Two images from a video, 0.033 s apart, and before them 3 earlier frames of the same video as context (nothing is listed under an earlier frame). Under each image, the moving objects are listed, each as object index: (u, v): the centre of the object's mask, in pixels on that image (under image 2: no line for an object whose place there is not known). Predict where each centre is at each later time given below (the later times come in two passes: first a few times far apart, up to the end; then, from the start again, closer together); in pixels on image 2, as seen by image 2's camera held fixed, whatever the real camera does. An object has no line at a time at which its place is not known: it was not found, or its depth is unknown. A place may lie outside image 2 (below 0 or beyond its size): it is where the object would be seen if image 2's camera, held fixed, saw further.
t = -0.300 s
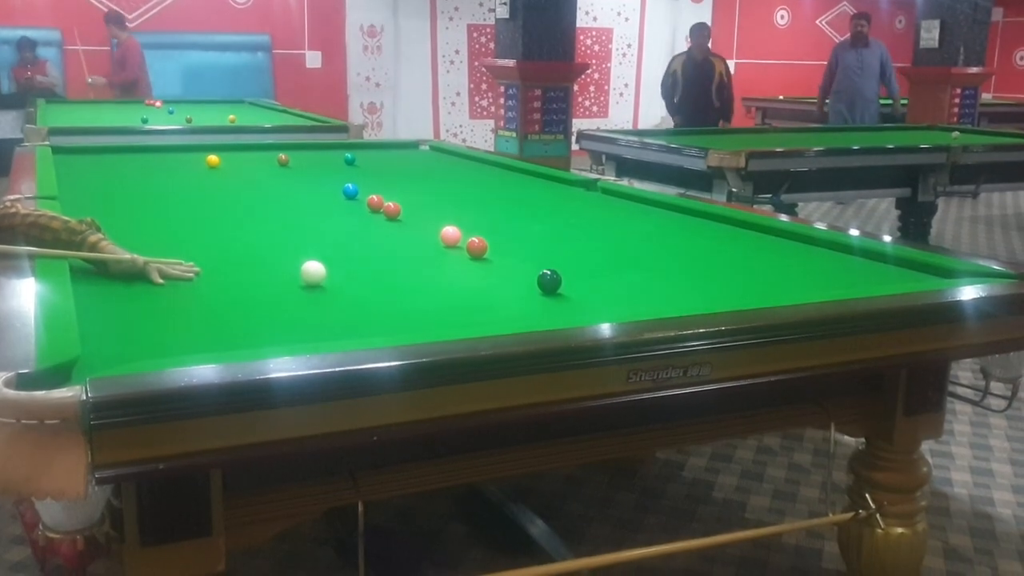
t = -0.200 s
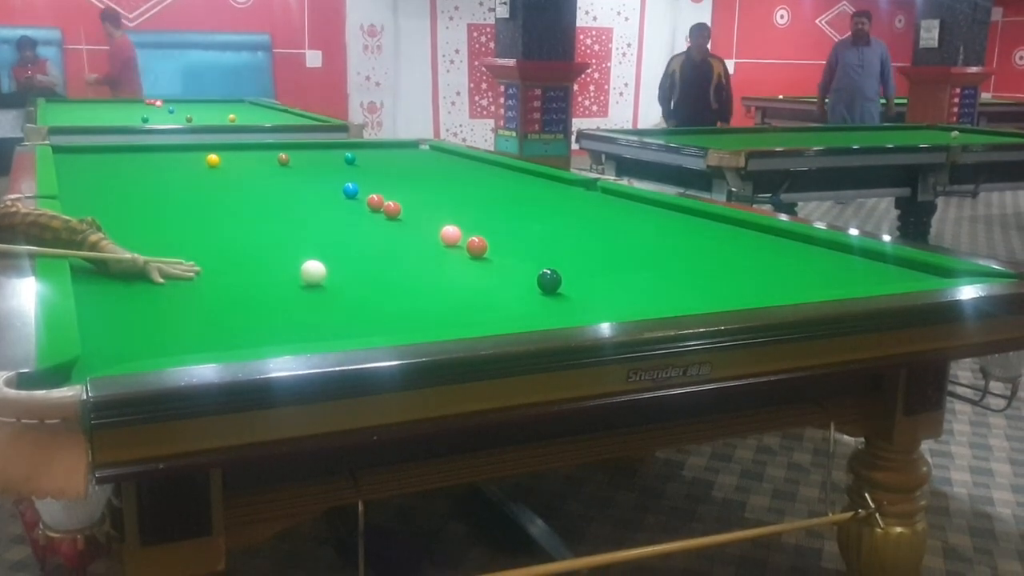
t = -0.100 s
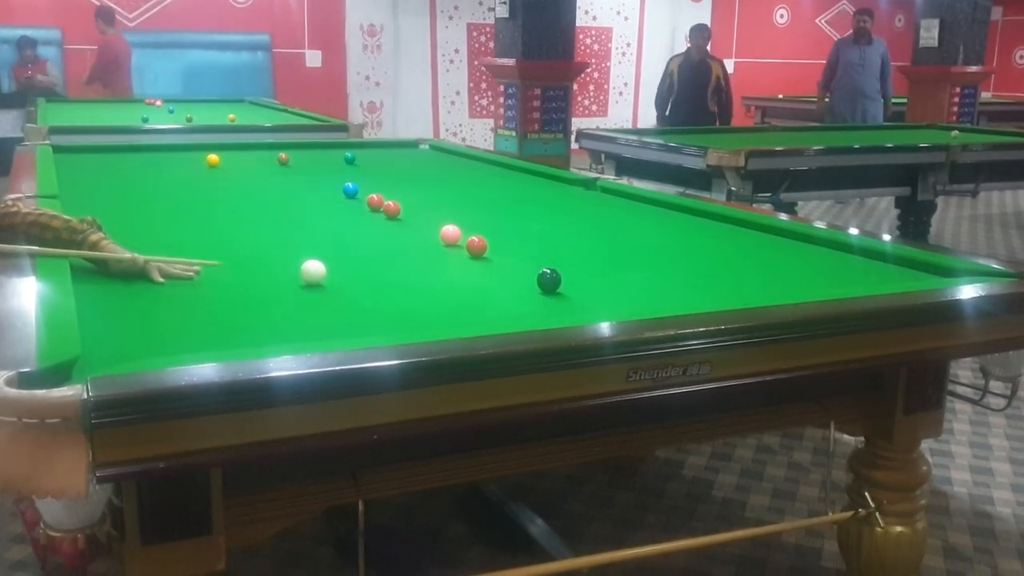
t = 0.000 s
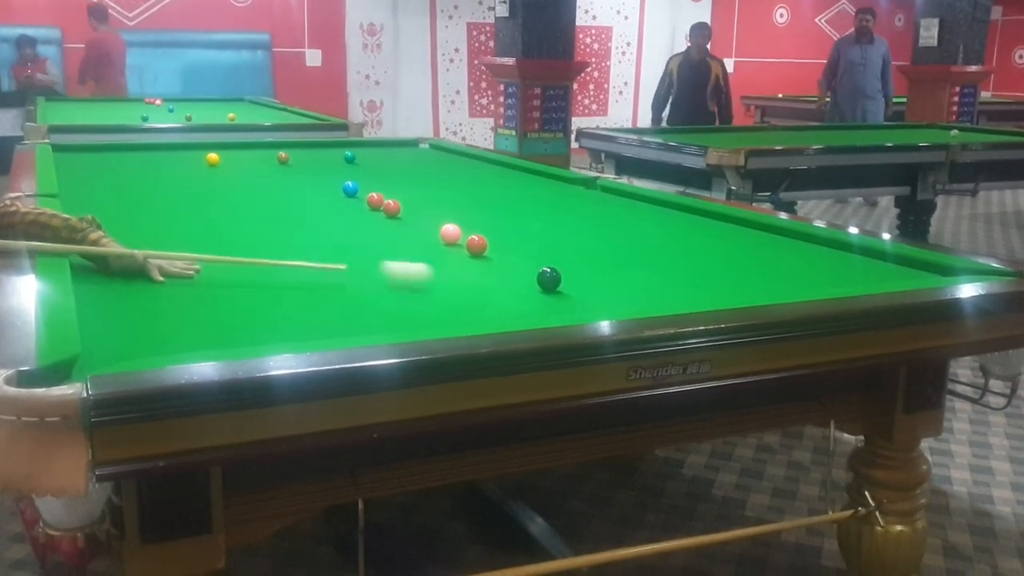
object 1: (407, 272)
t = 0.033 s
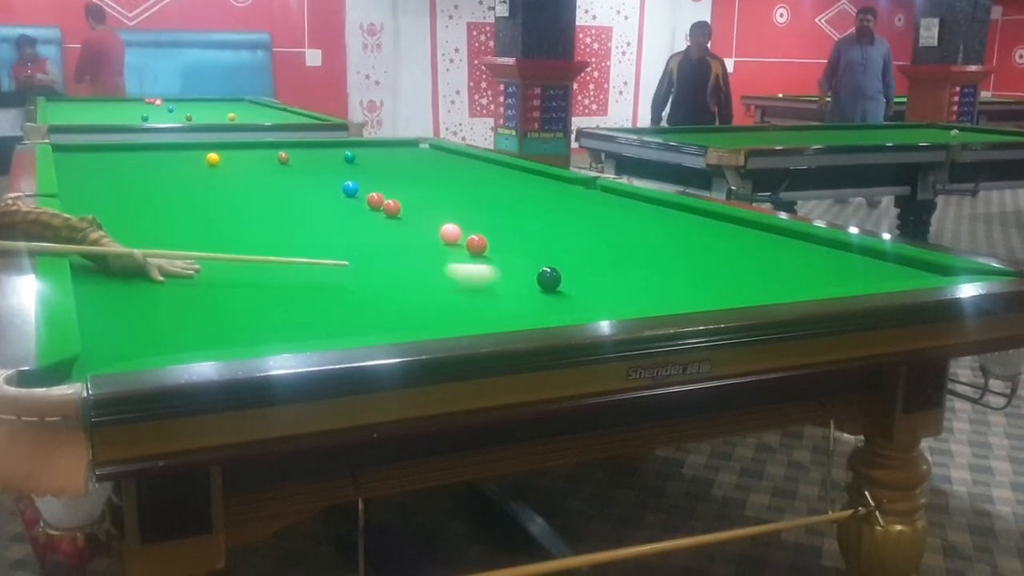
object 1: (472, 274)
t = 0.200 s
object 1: (544, 289)
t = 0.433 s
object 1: (638, 302)
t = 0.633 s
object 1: (654, 293)
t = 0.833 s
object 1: (662, 277)
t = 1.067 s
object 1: (668, 262)
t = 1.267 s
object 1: (674, 250)
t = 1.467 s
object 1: (680, 241)
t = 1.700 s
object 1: (686, 232)
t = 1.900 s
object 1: (691, 225)
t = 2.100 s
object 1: (696, 218)
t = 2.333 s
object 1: (701, 212)
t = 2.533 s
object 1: (683, 209)
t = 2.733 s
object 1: (661, 207)
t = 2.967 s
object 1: (639, 205)
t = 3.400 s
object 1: (605, 202)
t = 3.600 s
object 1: (592, 200)
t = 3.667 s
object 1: (588, 200)
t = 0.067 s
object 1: (524, 278)
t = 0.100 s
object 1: (528, 279)
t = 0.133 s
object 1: (532, 283)
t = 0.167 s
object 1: (537, 286)
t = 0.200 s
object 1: (544, 289)
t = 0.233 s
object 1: (552, 292)
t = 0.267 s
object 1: (562, 295)
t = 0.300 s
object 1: (573, 298)
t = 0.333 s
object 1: (586, 299)
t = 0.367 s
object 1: (601, 301)
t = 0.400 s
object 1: (619, 301)
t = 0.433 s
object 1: (638, 302)
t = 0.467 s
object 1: (649, 302)
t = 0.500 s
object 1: (650, 300)
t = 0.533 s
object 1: (650, 298)
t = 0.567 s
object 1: (651, 296)
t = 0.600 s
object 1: (653, 294)
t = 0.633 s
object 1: (654, 293)
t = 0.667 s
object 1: (656, 290)
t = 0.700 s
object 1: (657, 287)
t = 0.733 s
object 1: (658, 284)
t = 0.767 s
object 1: (659, 282)
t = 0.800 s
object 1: (660, 279)
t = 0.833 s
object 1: (662, 277)
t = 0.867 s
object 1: (662, 274)
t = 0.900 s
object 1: (664, 272)
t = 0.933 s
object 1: (664, 270)
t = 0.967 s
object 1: (665, 268)
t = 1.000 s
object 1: (666, 266)
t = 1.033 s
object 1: (667, 264)
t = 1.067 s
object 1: (668, 262)
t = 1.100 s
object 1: (669, 260)
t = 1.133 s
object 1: (671, 258)
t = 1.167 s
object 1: (672, 256)
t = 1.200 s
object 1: (672, 254)
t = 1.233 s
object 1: (673, 252)
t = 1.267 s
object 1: (674, 250)
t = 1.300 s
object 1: (676, 249)
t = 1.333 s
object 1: (676, 247)
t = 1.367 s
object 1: (678, 246)
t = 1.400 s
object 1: (679, 244)
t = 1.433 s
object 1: (680, 243)
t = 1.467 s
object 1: (680, 241)
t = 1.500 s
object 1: (681, 239)
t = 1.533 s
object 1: (682, 238)
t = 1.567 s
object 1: (683, 237)
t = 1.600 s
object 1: (684, 235)
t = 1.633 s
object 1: (685, 234)
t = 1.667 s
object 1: (686, 233)
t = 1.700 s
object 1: (686, 232)
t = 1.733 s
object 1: (687, 230)
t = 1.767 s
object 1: (688, 229)
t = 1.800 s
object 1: (689, 228)
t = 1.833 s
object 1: (690, 227)
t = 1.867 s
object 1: (690, 226)
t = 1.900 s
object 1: (691, 225)
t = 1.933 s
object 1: (692, 223)
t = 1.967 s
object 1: (693, 222)
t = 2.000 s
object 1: (694, 221)
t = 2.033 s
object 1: (694, 220)
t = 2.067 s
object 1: (696, 219)
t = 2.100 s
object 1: (696, 218)
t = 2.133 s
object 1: (697, 217)
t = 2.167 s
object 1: (698, 216)
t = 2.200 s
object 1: (698, 215)
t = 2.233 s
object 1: (699, 215)
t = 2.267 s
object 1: (700, 213)
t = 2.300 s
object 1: (701, 212)
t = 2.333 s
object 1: (701, 212)
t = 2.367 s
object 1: (702, 211)
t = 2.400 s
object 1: (699, 211)
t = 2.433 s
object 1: (694, 210)
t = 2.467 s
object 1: (690, 210)
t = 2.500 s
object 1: (686, 210)
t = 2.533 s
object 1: (683, 209)
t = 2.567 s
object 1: (679, 209)
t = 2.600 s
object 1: (675, 208)
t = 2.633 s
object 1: (672, 208)
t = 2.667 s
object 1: (668, 208)
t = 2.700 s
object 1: (665, 207)
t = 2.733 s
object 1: (661, 207)
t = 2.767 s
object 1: (658, 207)
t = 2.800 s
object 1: (654, 207)
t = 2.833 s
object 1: (651, 206)
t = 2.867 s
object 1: (648, 206)
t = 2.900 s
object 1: (645, 206)
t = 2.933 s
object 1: (642, 205)
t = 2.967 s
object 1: (639, 205)
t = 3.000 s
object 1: (637, 205)
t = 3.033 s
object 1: (633, 205)
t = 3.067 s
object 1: (631, 204)
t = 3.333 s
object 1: (608, 202)
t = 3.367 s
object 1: (607, 201)
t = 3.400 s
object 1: (605, 202)
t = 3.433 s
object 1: (602, 201)
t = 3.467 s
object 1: (600, 201)
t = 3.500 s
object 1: (598, 201)
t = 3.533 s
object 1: (596, 201)
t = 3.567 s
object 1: (594, 201)
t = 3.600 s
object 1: (592, 200)
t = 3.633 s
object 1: (590, 200)
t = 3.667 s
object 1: (588, 200)
